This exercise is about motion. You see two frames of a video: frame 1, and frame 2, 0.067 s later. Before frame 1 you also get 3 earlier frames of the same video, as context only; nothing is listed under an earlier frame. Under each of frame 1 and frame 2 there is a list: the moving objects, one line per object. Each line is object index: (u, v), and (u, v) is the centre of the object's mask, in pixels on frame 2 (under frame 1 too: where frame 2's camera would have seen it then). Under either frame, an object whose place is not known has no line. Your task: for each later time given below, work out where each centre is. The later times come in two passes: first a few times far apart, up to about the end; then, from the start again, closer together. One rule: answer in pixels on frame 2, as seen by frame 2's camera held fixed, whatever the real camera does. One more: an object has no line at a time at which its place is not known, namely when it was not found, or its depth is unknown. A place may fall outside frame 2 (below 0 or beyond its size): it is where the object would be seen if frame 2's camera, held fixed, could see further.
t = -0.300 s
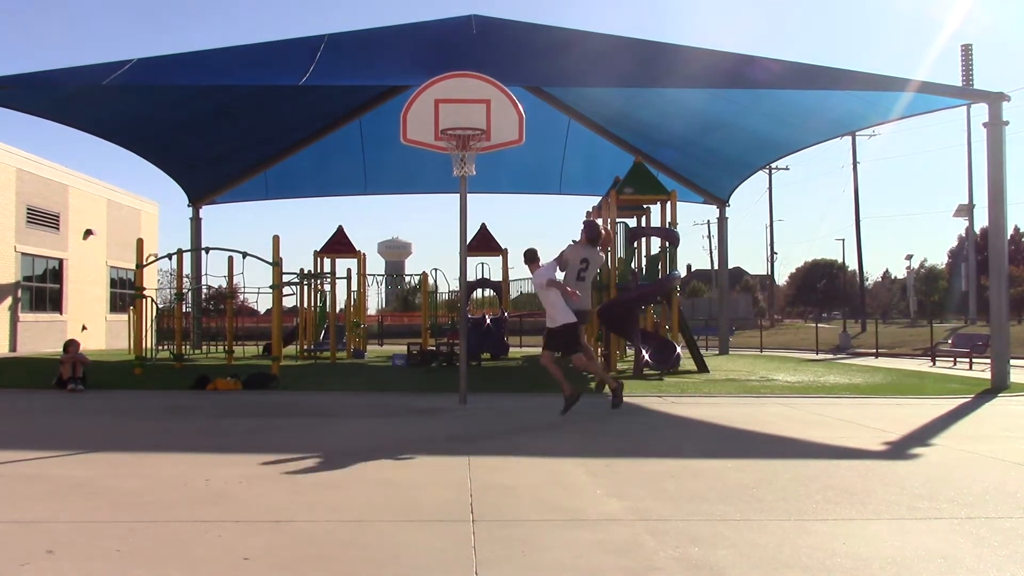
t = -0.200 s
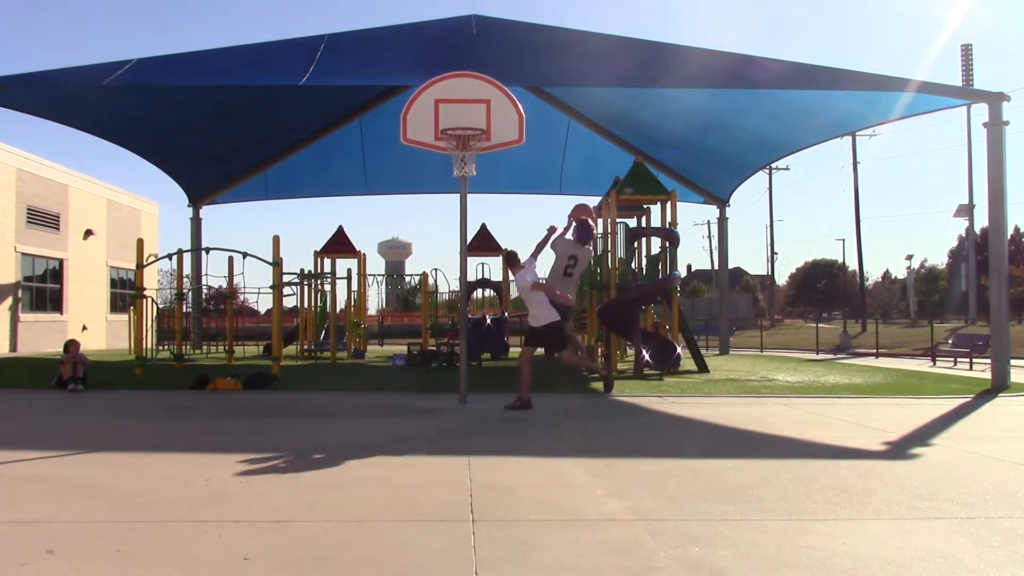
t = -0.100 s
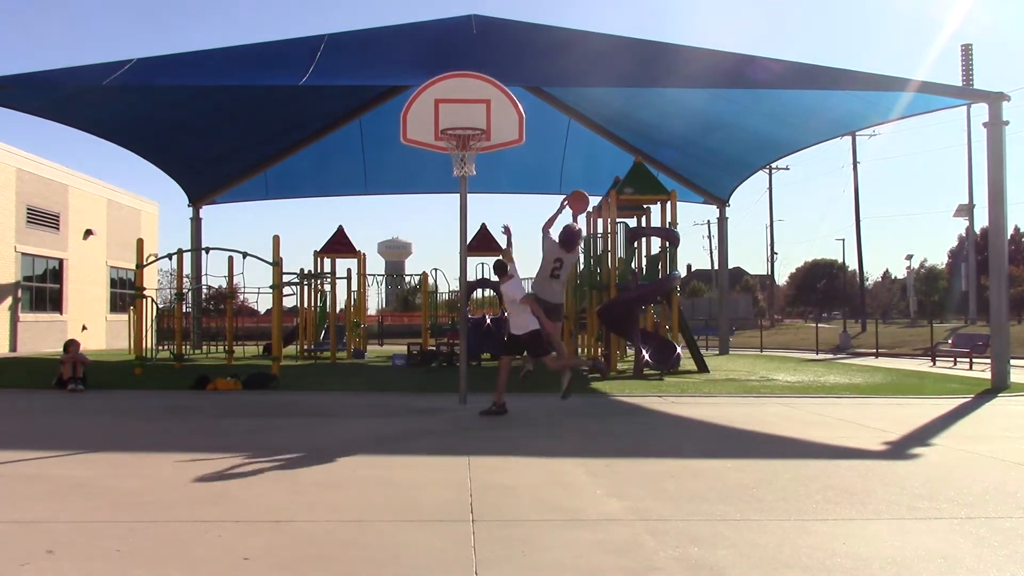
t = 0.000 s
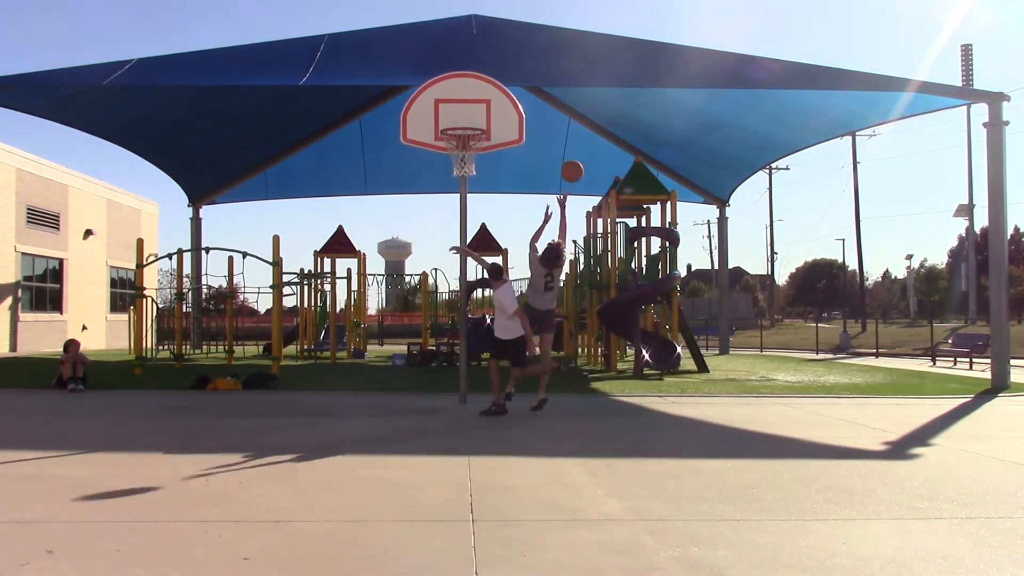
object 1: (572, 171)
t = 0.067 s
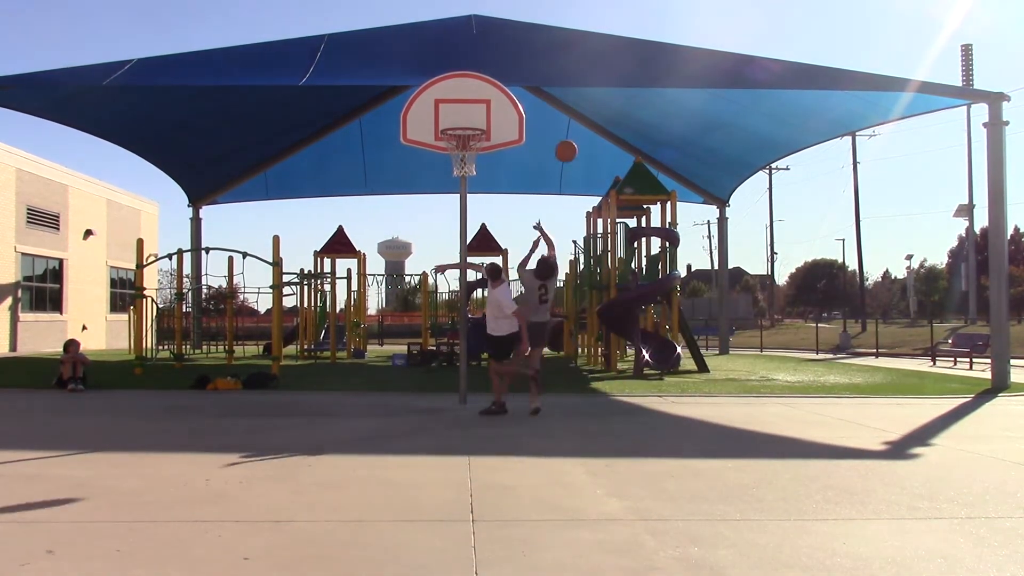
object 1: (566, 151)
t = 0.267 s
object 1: (548, 114)
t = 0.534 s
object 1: (524, 121)
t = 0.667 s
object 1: (512, 148)
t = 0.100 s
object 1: (563, 142)
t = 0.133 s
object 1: (560, 134)
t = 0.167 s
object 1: (557, 128)
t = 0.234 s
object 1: (551, 117)
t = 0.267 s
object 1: (548, 114)
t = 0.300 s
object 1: (545, 111)
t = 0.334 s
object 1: (542, 109)
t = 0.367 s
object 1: (539, 109)
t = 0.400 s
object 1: (536, 109)
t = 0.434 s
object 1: (533, 110)
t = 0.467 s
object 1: (530, 113)
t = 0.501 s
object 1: (527, 116)
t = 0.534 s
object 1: (524, 121)
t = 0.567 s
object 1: (521, 126)
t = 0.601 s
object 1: (518, 132)
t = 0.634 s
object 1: (514, 140)
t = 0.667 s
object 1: (512, 148)
